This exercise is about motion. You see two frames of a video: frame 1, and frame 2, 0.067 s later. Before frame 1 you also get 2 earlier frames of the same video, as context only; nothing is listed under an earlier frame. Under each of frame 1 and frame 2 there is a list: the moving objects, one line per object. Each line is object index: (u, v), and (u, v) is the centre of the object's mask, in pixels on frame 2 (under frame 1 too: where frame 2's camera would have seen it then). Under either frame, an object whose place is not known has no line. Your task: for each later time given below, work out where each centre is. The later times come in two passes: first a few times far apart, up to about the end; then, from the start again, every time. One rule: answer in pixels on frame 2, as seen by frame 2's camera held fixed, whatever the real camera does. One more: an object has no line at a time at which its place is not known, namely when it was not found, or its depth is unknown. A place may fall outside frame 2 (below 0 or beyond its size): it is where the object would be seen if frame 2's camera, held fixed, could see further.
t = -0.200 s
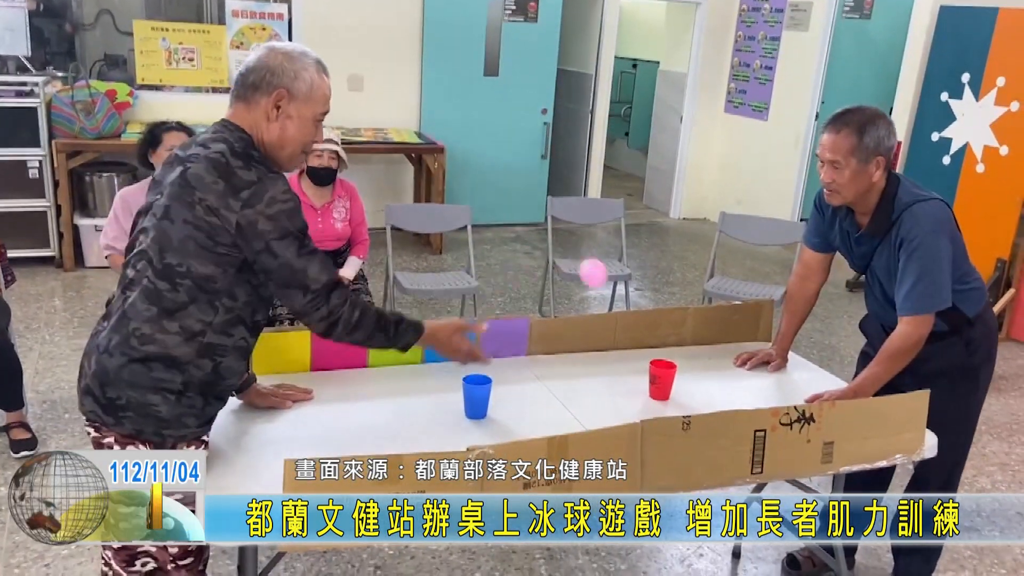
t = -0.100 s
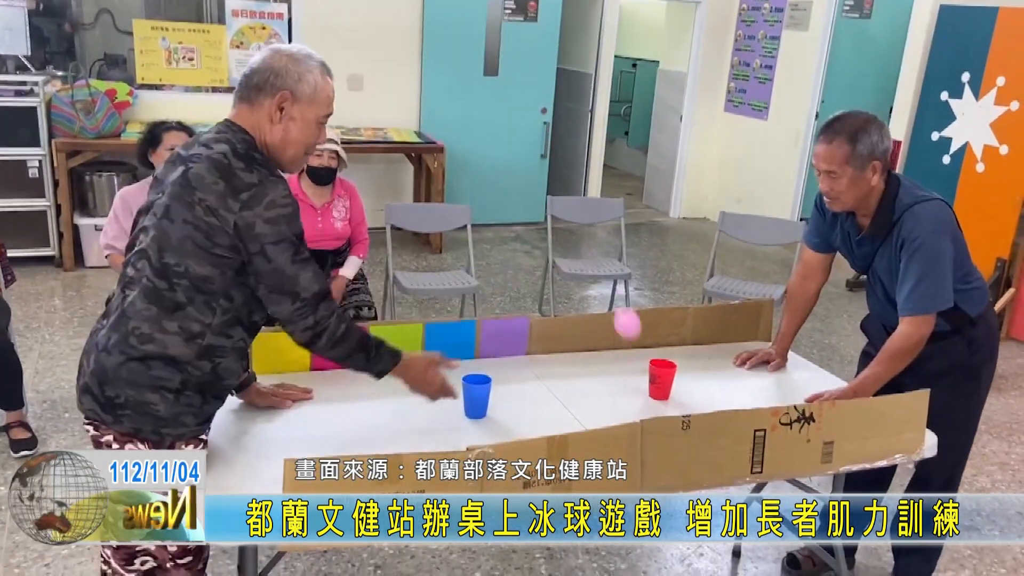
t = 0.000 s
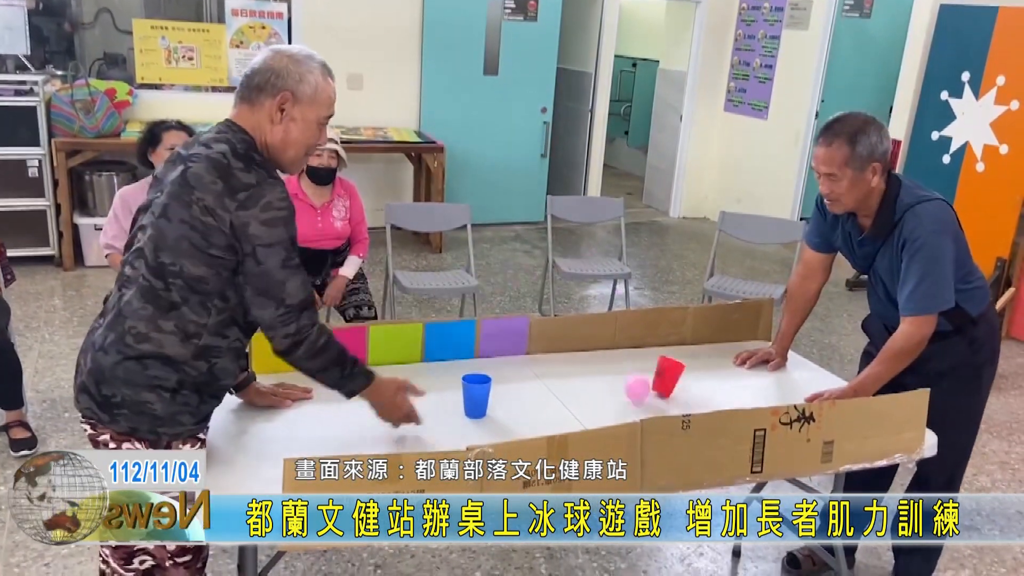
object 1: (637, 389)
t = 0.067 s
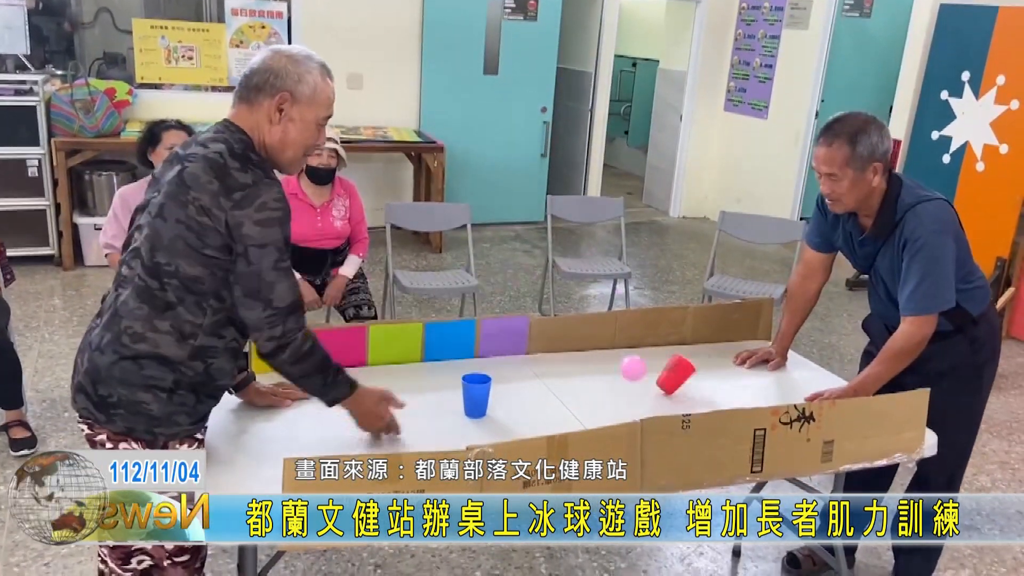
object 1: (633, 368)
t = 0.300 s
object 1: (608, 393)
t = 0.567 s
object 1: (588, 399)
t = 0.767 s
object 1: (567, 412)
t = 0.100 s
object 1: (631, 364)
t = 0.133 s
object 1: (627, 363)
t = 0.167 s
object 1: (623, 365)
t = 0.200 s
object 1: (620, 371)
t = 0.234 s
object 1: (615, 383)
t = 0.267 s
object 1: (610, 398)
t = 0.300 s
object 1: (608, 393)
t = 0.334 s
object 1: (606, 387)
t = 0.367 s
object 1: (604, 385)
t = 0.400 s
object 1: (602, 387)
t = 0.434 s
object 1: (599, 393)
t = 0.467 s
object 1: (595, 402)
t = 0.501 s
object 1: (593, 401)
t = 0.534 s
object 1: (590, 399)
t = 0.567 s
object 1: (588, 399)
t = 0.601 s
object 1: (585, 403)
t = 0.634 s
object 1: (581, 409)
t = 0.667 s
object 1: (578, 406)
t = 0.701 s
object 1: (575, 408)
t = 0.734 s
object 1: (571, 412)
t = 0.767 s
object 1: (567, 412)
